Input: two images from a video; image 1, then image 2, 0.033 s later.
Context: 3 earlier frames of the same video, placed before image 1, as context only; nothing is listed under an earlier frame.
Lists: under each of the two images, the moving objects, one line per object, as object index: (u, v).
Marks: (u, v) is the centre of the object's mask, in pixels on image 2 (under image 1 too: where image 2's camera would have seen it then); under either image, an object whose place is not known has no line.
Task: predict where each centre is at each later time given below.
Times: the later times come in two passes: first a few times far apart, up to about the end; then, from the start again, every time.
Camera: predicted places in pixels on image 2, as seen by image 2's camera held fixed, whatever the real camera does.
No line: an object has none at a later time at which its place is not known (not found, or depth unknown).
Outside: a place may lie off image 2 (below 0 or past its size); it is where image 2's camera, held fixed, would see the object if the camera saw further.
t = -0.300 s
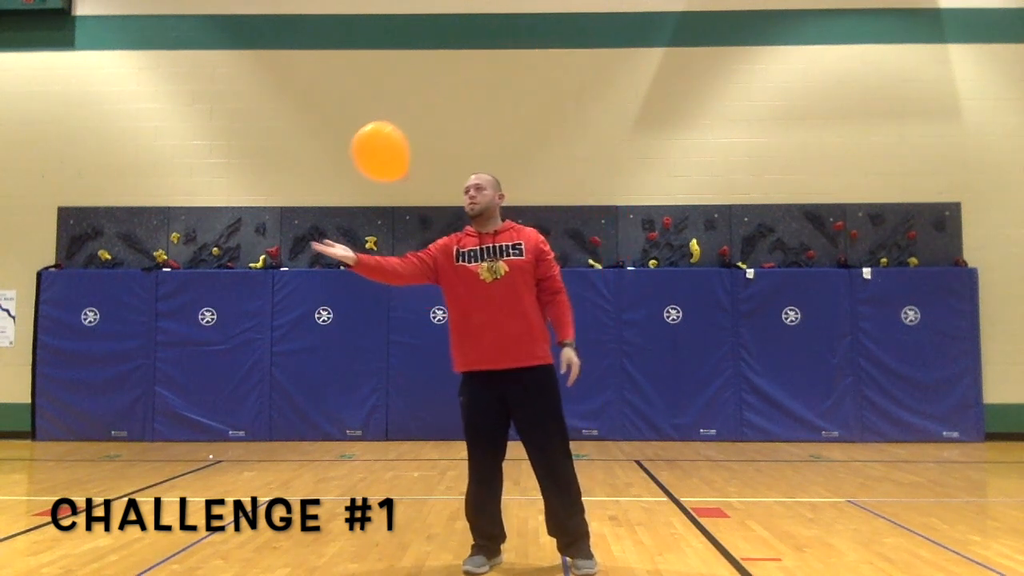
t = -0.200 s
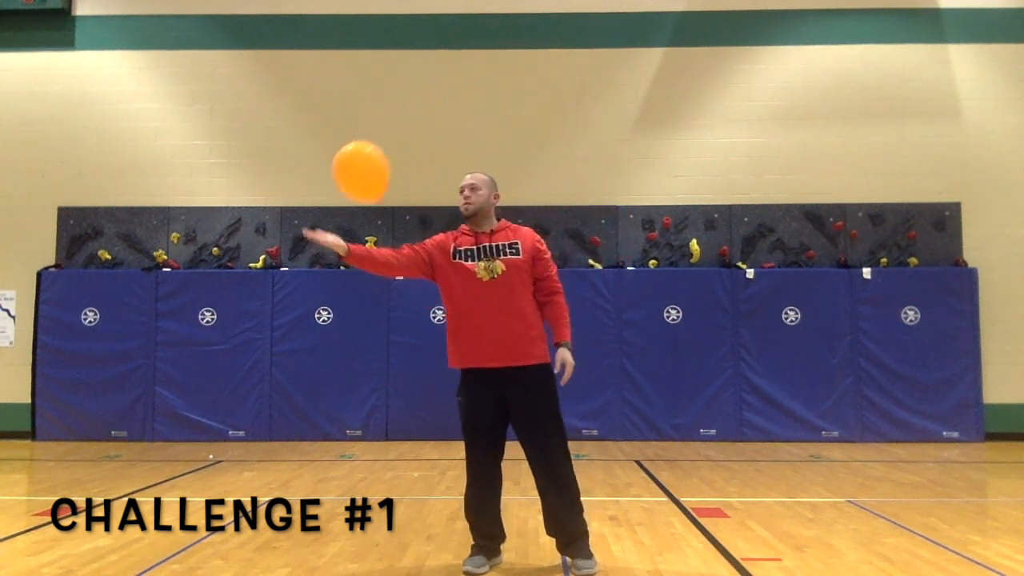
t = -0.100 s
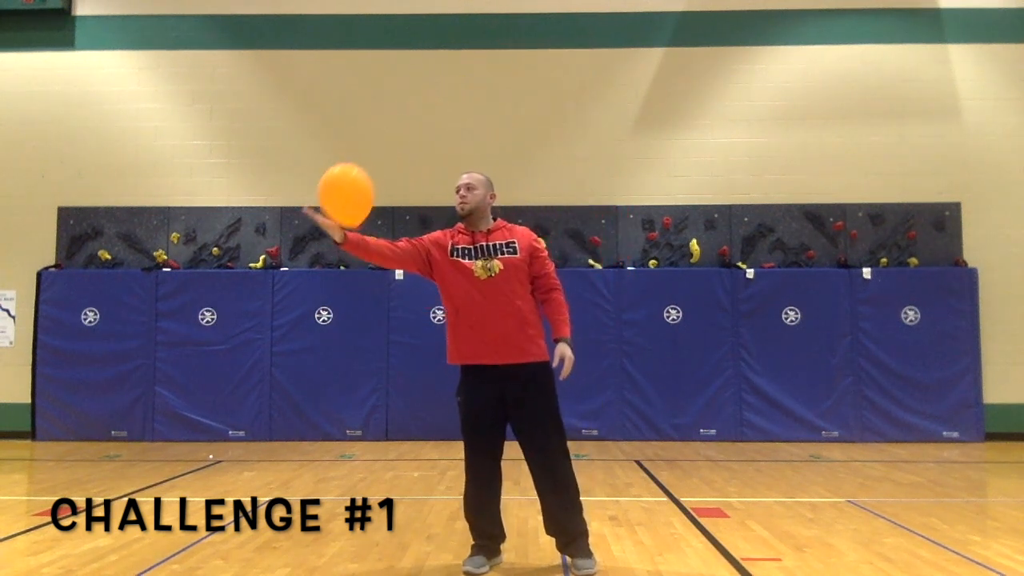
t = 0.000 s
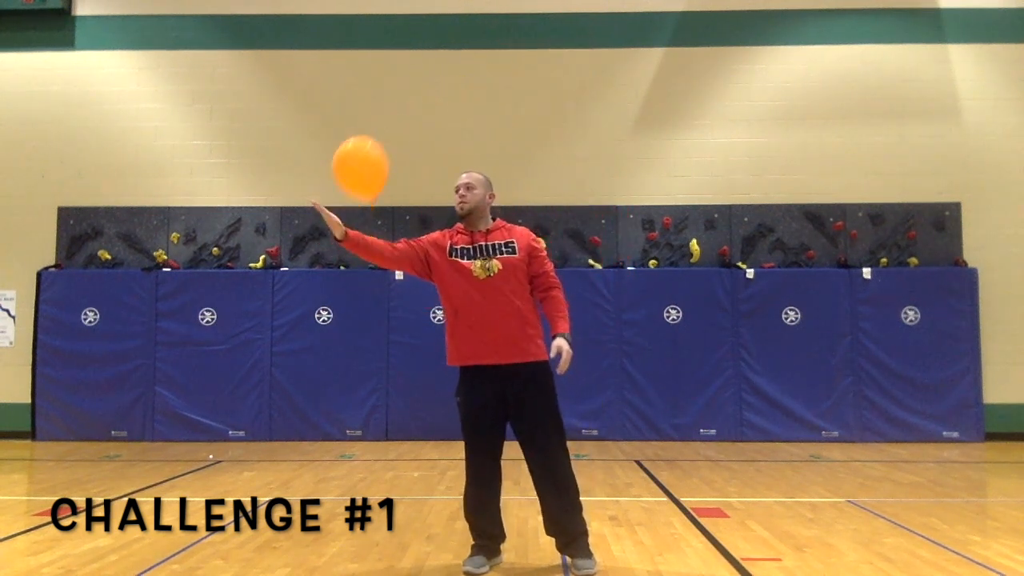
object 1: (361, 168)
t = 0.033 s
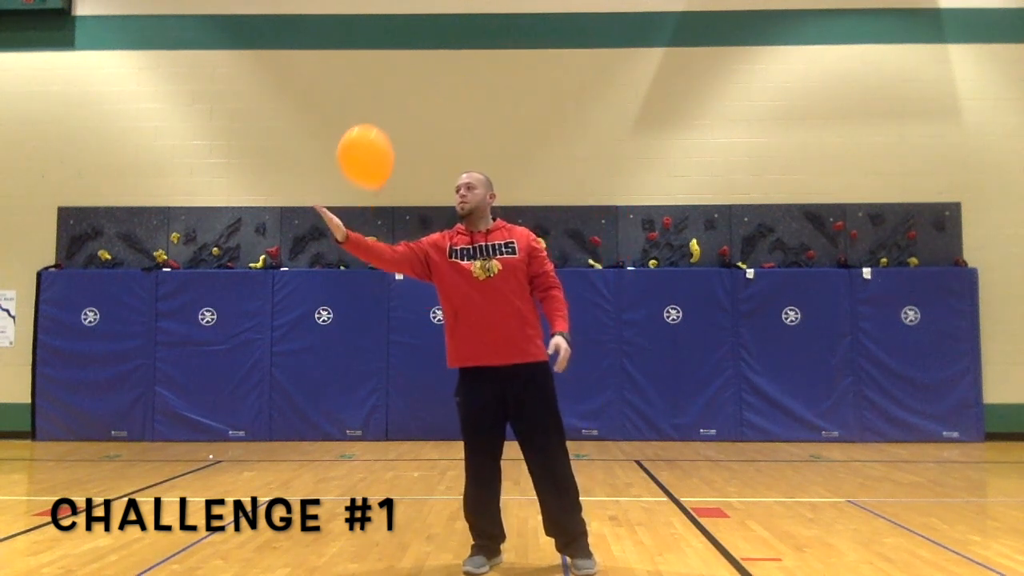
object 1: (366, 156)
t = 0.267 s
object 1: (389, 95)
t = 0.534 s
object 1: (404, 62)
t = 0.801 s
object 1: (411, 64)
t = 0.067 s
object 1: (370, 145)
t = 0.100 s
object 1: (374, 135)
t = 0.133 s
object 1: (377, 126)
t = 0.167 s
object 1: (380, 117)
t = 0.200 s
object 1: (384, 109)
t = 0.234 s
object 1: (386, 102)
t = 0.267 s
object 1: (389, 95)
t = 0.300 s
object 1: (392, 89)
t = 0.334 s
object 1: (393, 83)
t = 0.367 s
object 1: (396, 78)
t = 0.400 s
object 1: (398, 74)
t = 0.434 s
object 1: (400, 70)
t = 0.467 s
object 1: (401, 67)
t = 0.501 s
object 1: (403, 64)
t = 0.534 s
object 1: (404, 62)
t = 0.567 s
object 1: (405, 60)
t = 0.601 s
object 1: (406, 59)
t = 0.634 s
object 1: (407, 58)
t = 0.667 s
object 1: (409, 59)
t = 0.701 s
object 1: (409, 59)
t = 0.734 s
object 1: (410, 60)
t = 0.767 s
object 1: (411, 61)
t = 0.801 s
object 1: (411, 64)
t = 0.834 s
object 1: (411, 66)
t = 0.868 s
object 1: (411, 69)
